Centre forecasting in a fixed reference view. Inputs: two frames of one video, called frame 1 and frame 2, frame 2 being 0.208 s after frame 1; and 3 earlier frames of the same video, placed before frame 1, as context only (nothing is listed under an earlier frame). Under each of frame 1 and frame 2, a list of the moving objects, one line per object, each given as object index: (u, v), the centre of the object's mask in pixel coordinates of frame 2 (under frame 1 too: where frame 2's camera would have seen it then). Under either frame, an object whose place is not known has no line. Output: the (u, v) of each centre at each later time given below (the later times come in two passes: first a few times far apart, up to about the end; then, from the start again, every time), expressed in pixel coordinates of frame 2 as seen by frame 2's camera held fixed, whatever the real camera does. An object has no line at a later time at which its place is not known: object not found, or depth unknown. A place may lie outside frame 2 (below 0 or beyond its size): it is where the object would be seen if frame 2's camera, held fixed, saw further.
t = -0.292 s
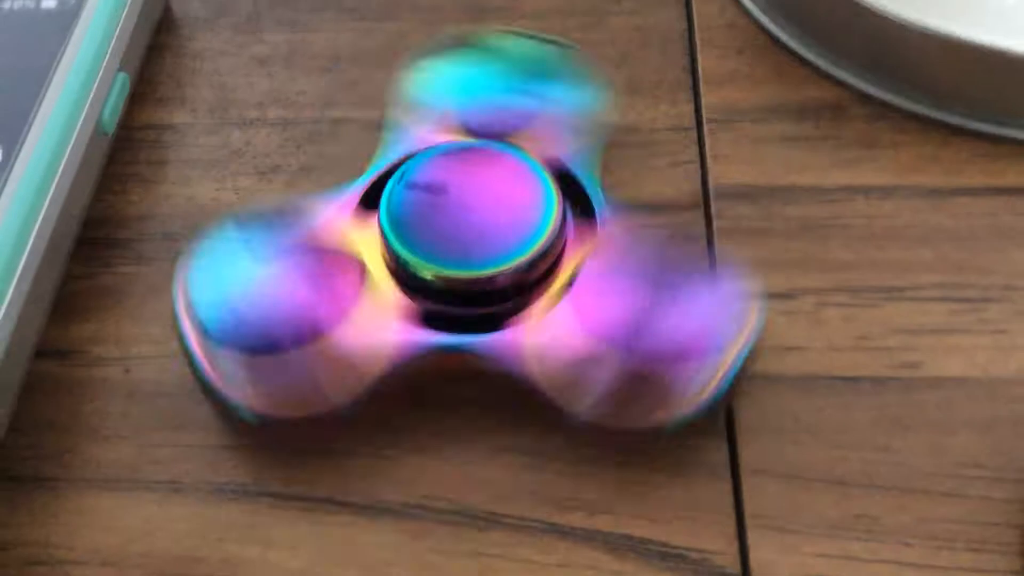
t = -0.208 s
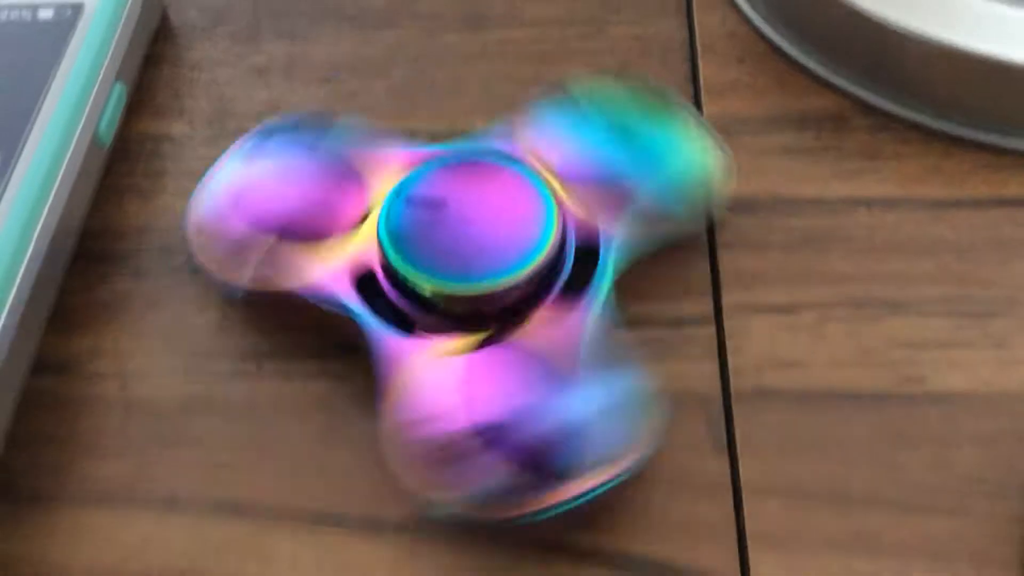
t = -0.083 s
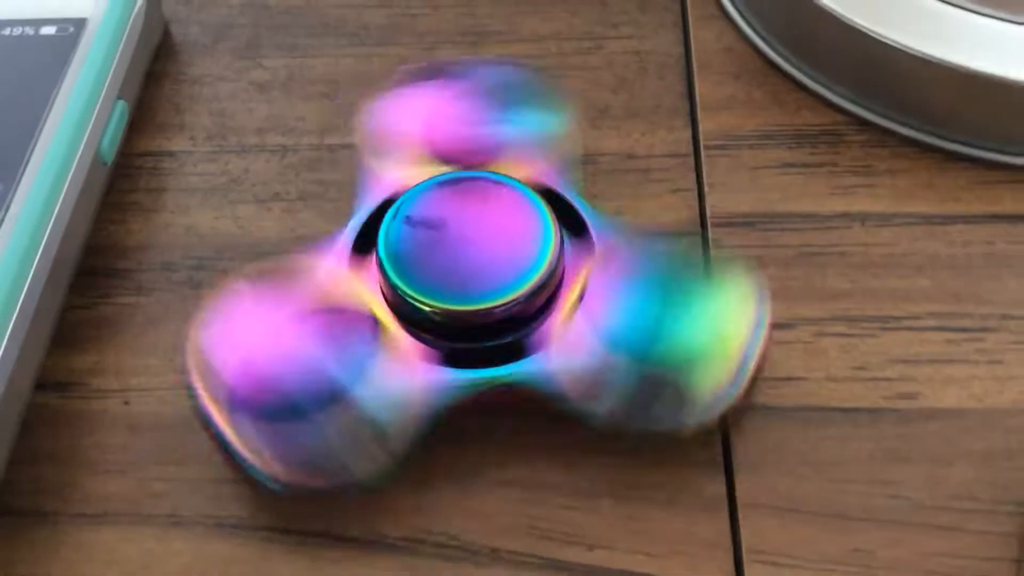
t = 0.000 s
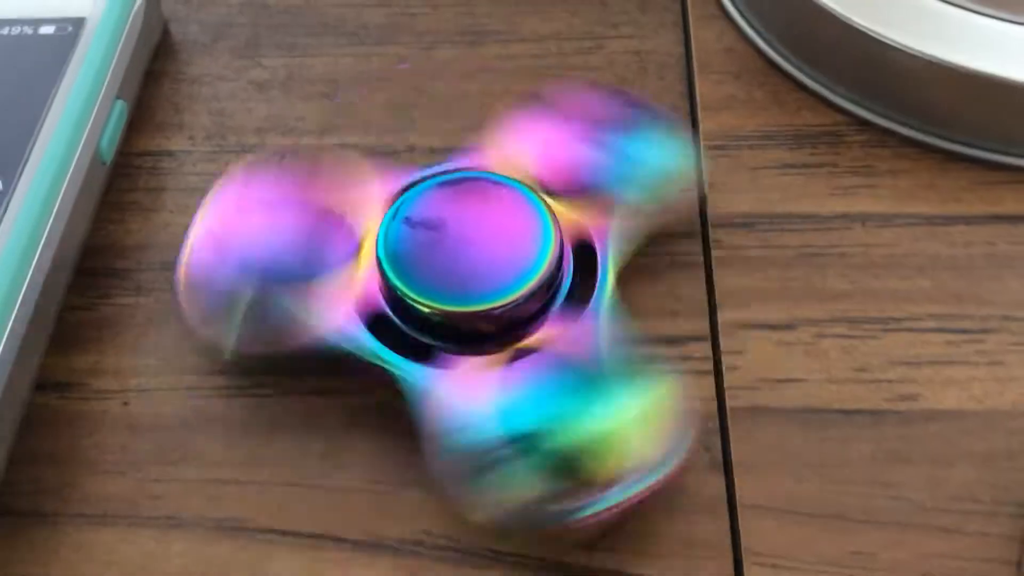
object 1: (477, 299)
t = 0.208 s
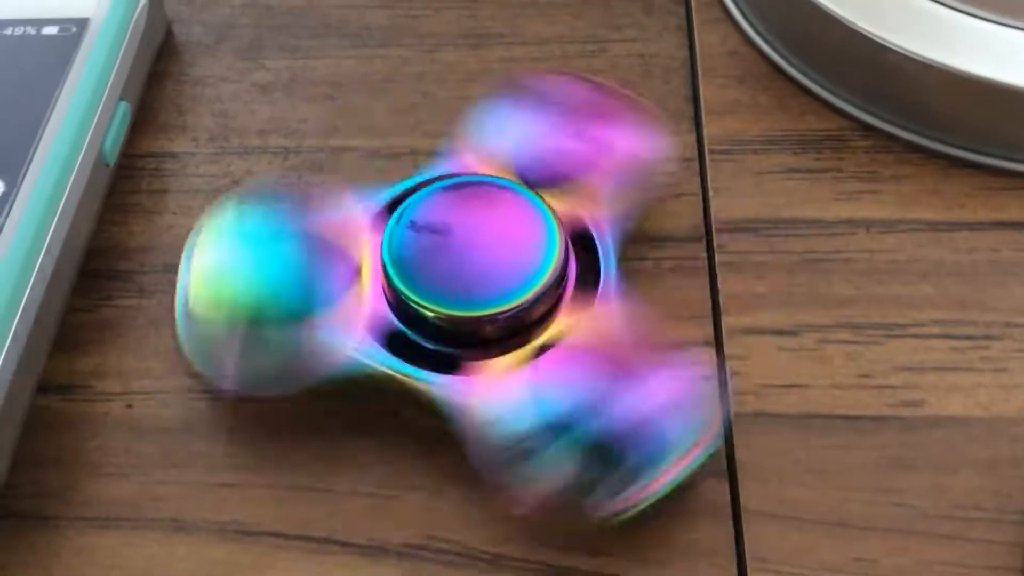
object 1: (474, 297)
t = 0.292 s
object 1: (472, 304)
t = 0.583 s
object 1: (468, 303)
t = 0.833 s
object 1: (466, 302)
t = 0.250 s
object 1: (475, 302)
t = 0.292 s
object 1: (472, 304)
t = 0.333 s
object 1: (468, 302)
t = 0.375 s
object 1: (467, 298)
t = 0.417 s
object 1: (472, 296)
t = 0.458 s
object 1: (476, 299)
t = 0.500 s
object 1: (477, 302)
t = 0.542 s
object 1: (473, 303)
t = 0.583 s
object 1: (468, 303)
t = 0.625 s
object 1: (469, 300)
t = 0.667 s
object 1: (474, 298)
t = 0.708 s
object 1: (477, 302)
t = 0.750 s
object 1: (476, 304)
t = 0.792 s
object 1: (469, 306)
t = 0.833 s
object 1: (466, 302)
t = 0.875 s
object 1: (469, 298)
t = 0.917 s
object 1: (475, 301)
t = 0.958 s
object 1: (474, 306)
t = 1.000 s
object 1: (471, 305)
